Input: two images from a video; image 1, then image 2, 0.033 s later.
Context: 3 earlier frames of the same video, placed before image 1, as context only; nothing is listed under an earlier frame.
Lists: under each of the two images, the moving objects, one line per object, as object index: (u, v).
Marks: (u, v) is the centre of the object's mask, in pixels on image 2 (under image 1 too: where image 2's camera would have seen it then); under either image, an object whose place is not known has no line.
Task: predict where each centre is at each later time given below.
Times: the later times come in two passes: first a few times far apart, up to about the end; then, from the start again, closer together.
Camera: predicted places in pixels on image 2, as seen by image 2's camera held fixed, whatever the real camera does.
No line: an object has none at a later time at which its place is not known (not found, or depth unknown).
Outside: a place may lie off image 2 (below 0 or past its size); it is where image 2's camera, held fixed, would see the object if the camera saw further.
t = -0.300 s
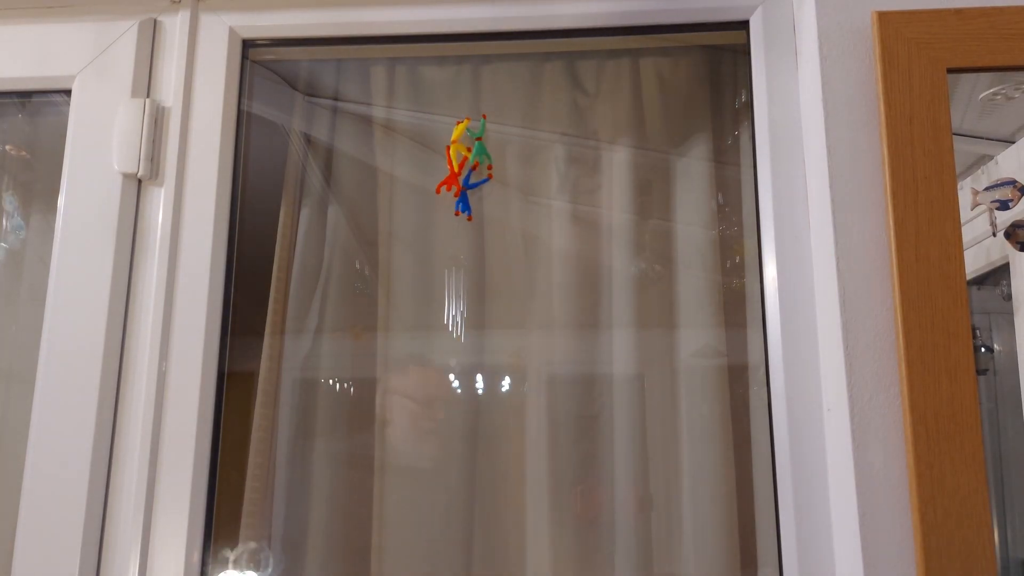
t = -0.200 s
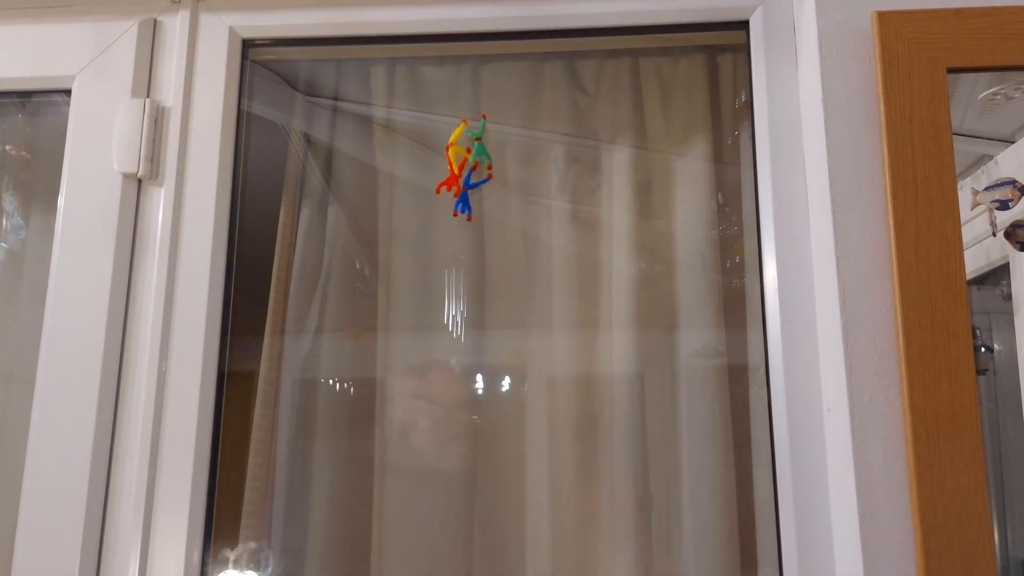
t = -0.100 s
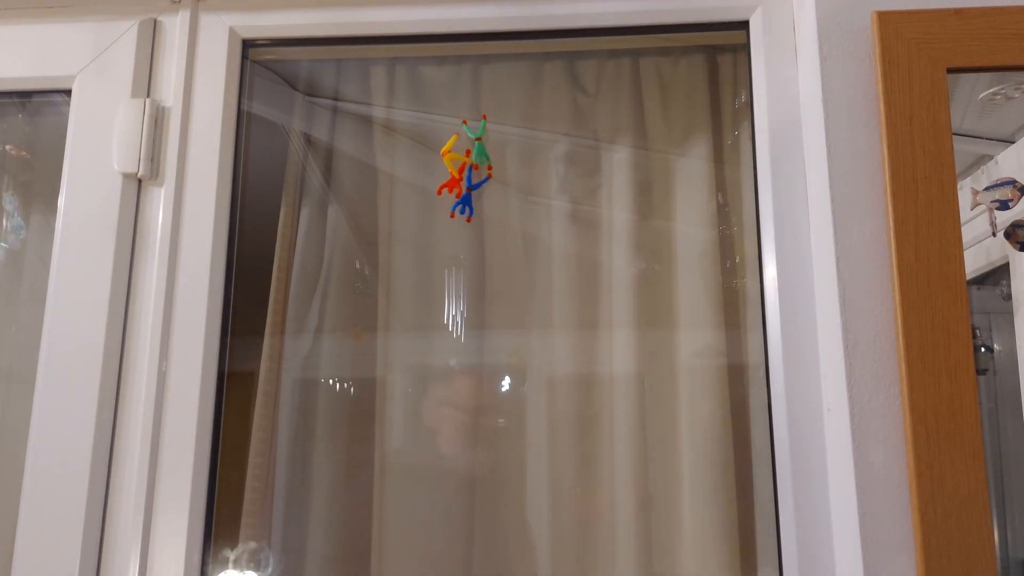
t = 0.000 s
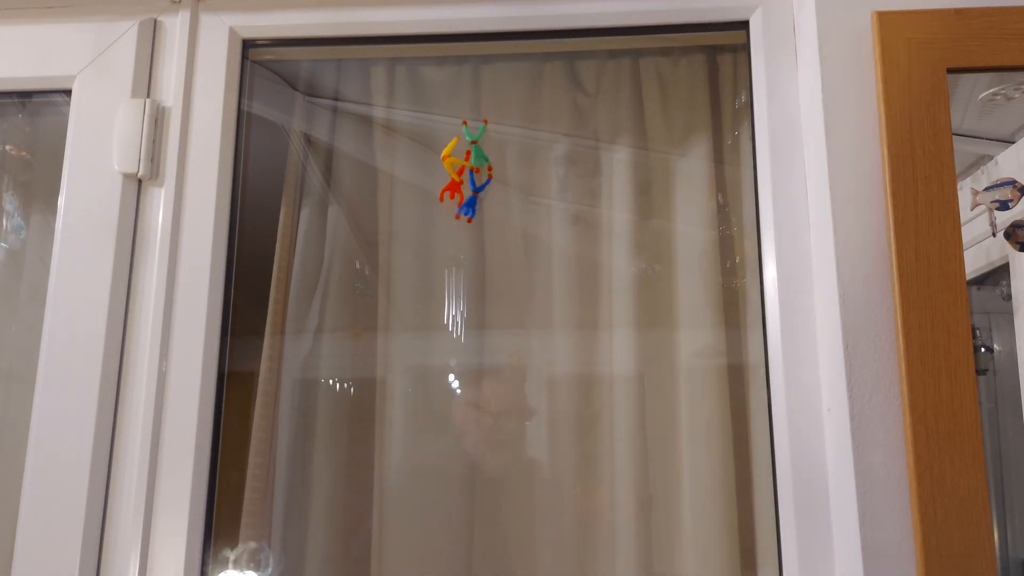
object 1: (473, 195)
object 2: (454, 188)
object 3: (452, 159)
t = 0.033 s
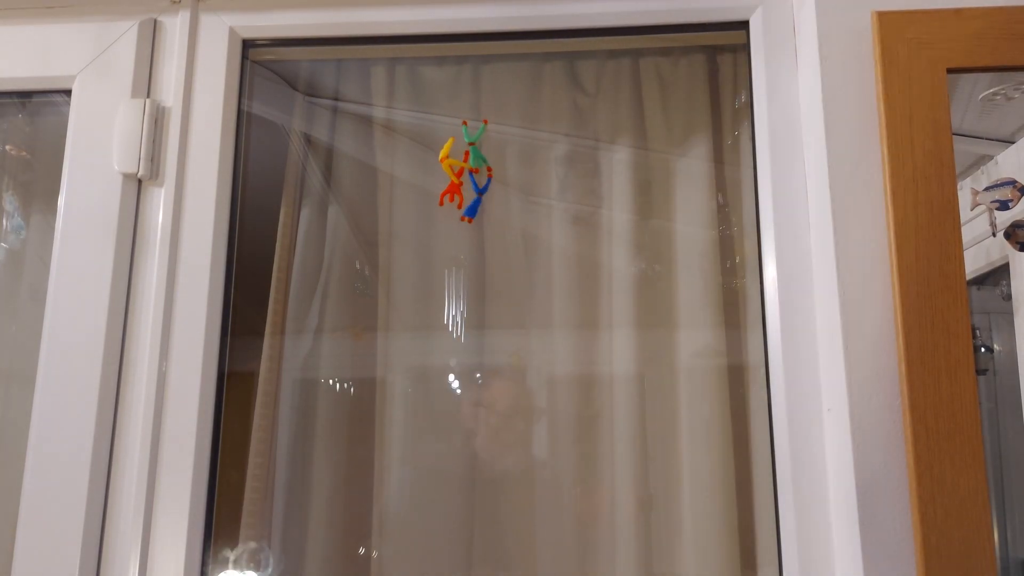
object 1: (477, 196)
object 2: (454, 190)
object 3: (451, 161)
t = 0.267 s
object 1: (487, 197)
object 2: (460, 217)
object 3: (473, 204)
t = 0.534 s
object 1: (482, 271)
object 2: (448, 273)
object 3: (480, 309)
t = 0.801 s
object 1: (466, 289)
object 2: (445, 276)
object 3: (475, 315)
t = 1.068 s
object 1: (435, 384)
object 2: (432, 299)
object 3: (473, 341)
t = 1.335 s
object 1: (430, 391)
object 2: (446, 352)
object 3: (476, 346)
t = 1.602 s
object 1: (434, 400)
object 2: (459, 507)
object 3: (481, 423)
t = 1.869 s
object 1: (445, 429)
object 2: (486, 520)
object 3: (487, 438)
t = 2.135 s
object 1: (439, 487)
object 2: (489, 524)
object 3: (467, 512)
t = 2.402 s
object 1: (438, 510)
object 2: (490, 526)
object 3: (469, 517)
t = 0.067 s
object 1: (479, 195)
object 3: (451, 161)
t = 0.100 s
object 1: (480, 196)
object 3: (452, 163)
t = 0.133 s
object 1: (479, 196)
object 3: (452, 164)
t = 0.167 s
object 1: (478, 197)
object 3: (452, 169)
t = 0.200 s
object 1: (478, 199)
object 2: (448, 193)
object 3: (460, 178)
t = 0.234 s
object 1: (480, 200)
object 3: (466, 190)
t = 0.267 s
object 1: (487, 197)
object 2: (460, 217)
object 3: (473, 204)
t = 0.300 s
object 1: (489, 205)
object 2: (466, 228)
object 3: (480, 224)
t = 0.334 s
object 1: (488, 214)
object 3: (488, 246)
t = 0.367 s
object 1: (487, 228)
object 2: (467, 260)
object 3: (492, 276)
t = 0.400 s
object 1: (484, 244)
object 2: (463, 262)
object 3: (500, 287)
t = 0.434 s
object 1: (480, 261)
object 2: (456, 267)
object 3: (496, 298)
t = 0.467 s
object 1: (484, 271)
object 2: (450, 272)
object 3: (484, 307)
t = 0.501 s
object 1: (483, 272)
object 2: (448, 273)
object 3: (479, 309)
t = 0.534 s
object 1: (482, 271)
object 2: (448, 273)
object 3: (480, 309)
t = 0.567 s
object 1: (481, 271)
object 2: (448, 273)
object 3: (480, 308)
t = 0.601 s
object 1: (482, 271)
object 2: (448, 273)
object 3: (480, 308)
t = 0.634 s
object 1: (482, 272)
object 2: (448, 273)
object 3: (480, 310)
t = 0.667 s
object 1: (481, 276)
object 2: (448, 273)
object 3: (480, 311)
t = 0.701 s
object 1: (480, 279)
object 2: (449, 274)
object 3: (482, 313)
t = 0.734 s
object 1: (472, 284)
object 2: (446, 272)
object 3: (483, 316)
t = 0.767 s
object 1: (468, 290)
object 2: (445, 275)
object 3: (480, 316)
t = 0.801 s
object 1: (466, 289)
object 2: (445, 276)
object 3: (475, 315)
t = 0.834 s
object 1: (462, 295)
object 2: (444, 274)
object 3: (472, 316)
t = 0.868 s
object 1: (459, 304)
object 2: (443, 274)
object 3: (472, 317)
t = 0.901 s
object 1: (458, 314)
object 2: (443, 274)
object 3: (471, 322)
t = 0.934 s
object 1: (454, 336)
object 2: (447, 279)
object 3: (472, 331)
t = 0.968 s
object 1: (453, 350)
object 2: (445, 279)
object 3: (470, 333)
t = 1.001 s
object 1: (451, 369)
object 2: (445, 285)
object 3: (472, 333)
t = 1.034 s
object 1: (444, 381)
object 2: (438, 290)
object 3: (474, 335)
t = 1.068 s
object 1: (435, 384)
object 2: (432, 299)
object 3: (473, 341)
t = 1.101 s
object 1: (435, 383)
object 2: (429, 316)
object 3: (473, 342)
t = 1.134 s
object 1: (435, 383)
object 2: (433, 335)
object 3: (473, 342)
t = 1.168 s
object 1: (434, 387)
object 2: (444, 348)
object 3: (474, 344)
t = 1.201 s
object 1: (433, 387)
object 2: (444, 347)
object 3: (474, 344)
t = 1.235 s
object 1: (432, 388)
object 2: (443, 347)
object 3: (474, 344)
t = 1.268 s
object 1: (434, 386)
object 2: (443, 348)
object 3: (474, 343)
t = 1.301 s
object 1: (431, 390)
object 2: (444, 349)
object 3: (474, 344)
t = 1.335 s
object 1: (430, 391)
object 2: (446, 352)
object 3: (476, 346)
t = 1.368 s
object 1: (430, 392)
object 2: (445, 361)
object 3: (479, 349)
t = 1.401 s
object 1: (429, 393)
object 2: (448, 367)
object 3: (483, 357)
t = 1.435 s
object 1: (424, 396)
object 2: (454, 376)
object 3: (481, 373)
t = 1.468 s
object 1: (437, 387)
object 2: (453, 396)
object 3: (475, 392)
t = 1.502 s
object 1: (431, 387)
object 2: (453, 422)
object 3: (472, 404)
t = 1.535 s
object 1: (433, 389)
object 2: (446, 445)
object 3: (476, 415)
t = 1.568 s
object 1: (436, 397)
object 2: (448, 479)
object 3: (478, 420)
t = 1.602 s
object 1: (434, 400)
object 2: (459, 507)
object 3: (481, 423)
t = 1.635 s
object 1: (433, 403)
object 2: (476, 526)
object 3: (481, 422)
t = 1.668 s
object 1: (440, 416)
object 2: (485, 518)
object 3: (482, 422)
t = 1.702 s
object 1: (447, 425)
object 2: (486, 519)
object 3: (482, 422)
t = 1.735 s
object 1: (446, 425)
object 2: (486, 520)
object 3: (484, 423)
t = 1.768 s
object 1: (448, 425)
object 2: (486, 520)
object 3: (485, 425)
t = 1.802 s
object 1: (449, 425)
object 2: (486, 520)
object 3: (485, 426)
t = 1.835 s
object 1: (447, 427)
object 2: (487, 520)
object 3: (485, 428)
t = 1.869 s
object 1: (445, 429)
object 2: (486, 520)
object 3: (487, 438)
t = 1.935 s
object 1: (444, 447)
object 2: (487, 520)
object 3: (483, 466)
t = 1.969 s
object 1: (441, 463)
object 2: (487, 520)
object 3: (478, 476)
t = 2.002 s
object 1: (436, 476)
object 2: (488, 522)
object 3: (469, 486)
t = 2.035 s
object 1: (433, 481)
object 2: (486, 520)
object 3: (454, 497)
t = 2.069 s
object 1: (433, 485)
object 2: (486, 520)
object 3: (454, 507)
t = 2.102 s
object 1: (437, 486)
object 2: (487, 520)
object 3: (461, 514)
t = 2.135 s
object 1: (439, 487)
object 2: (489, 524)
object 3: (467, 512)
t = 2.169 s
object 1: (439, 488)
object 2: (489, 524)
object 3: (467, 512)
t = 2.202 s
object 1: (439, 488)
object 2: (489, 524)
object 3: (467, 512)
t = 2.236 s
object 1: (439, 490)
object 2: (489, 524)
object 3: (467, 512)
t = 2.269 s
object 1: (438, 491)
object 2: (488, 524)
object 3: (467, 513)
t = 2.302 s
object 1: (439, 494)
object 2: (489, 524)
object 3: (468, 513)
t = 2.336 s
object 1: (439, 498)
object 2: (489, 524)
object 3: (467, 513)
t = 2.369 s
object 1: (440, 503)
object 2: (490, 524)
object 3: (469, 513)
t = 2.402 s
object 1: (438, 510)
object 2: (490, 526)
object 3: (469, 517)
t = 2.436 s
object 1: (436, 520)
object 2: (488, 522)
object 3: (467, 525)
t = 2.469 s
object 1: (428, 533)
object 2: (488, 521)
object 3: (469, 533)
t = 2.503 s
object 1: (424, 547)
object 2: (488, 519)
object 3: (466, 542)
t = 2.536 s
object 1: (415, 563)
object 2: (488, 521)
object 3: (455, 559)
